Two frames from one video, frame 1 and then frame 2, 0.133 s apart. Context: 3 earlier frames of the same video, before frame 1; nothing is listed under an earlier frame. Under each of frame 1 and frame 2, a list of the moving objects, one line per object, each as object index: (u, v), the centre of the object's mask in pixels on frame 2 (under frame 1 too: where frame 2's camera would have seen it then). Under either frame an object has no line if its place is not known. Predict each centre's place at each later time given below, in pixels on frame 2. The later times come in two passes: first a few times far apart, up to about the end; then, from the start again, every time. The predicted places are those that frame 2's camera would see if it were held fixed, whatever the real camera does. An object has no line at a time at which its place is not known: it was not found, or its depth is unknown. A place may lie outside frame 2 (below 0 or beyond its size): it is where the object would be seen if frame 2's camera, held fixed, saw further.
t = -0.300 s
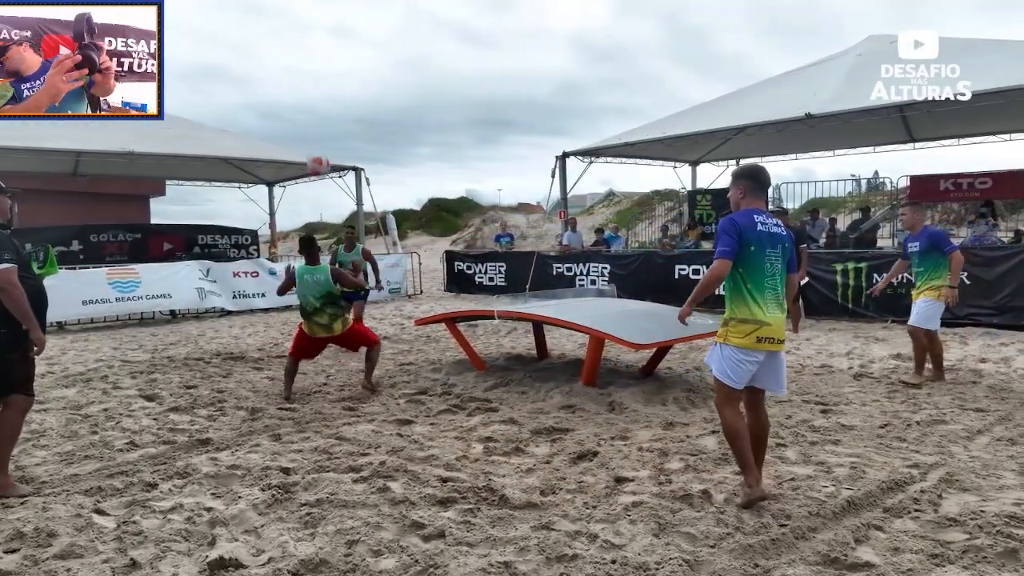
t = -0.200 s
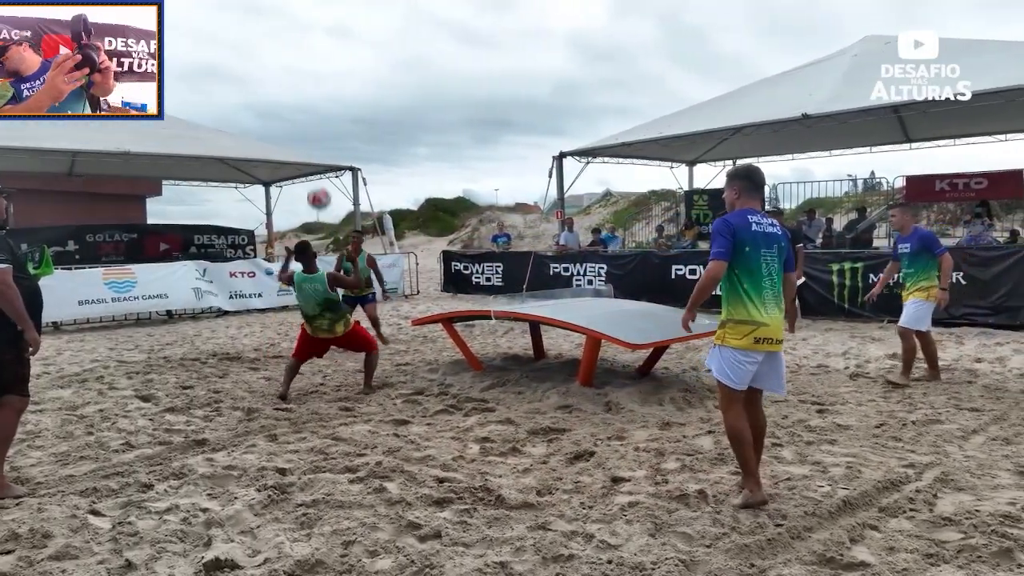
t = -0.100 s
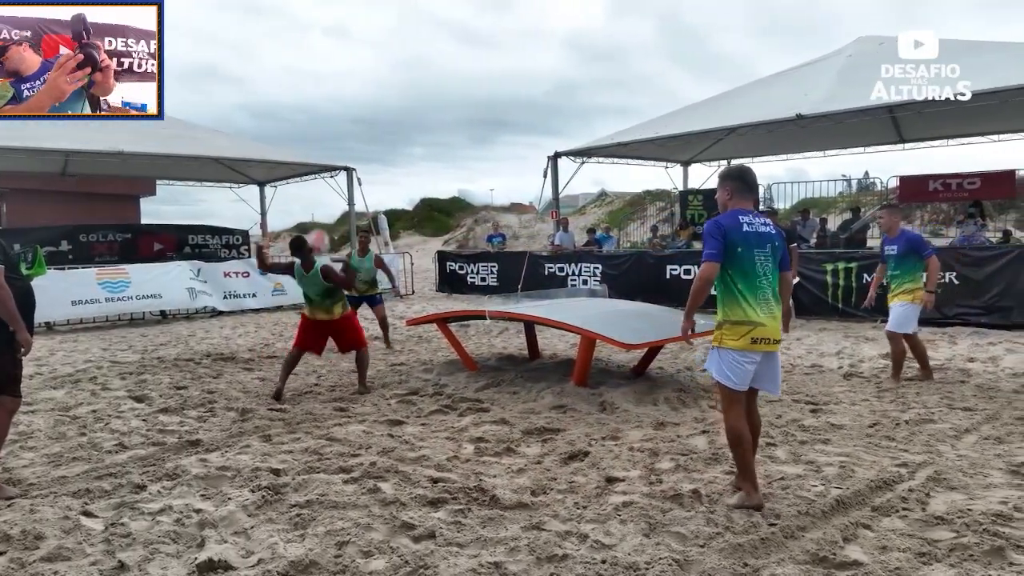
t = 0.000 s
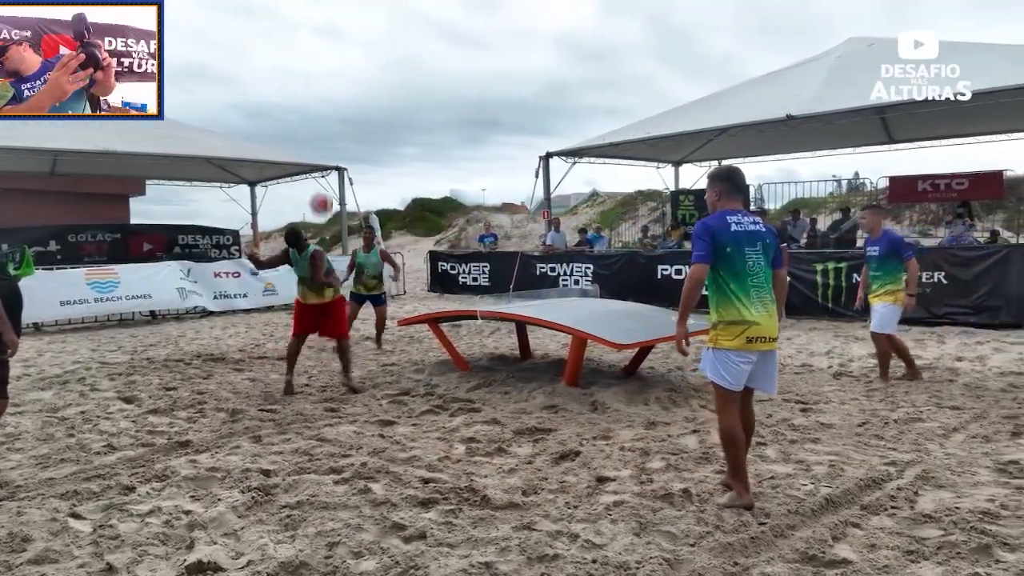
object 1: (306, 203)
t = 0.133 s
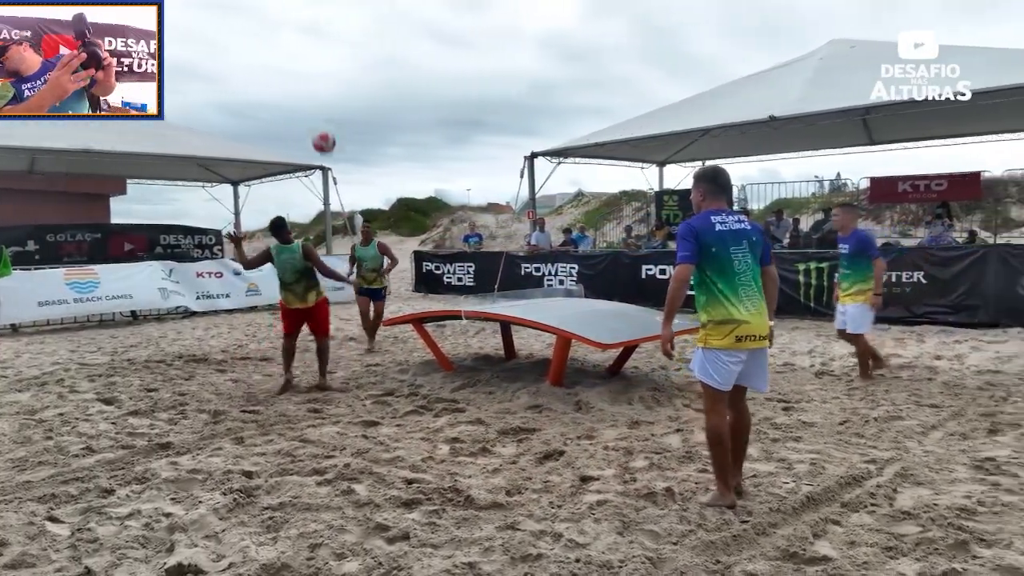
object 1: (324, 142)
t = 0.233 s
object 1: (337, 111)
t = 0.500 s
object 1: (369, 81)
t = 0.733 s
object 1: (396, 110)
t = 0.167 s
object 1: (328, 131)
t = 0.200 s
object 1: (332, 120)
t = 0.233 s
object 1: (337, 111)
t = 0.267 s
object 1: (341, 103)
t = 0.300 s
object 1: (345, 96)
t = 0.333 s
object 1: (349, 91)
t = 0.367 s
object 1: (353, 87)
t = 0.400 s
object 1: (358, 84)
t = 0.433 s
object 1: (362, 81)
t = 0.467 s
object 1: (365, 80)
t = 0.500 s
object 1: (369, 81)
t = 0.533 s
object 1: (373, 82)
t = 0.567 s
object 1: (377, 84)
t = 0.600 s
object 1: (381, 87)
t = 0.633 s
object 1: (385, 92)
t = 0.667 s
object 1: (389, 97)
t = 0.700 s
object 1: (393, 103)
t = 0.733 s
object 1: (396, 110)
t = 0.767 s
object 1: (400, 118)
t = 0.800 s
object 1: (404, 126)
